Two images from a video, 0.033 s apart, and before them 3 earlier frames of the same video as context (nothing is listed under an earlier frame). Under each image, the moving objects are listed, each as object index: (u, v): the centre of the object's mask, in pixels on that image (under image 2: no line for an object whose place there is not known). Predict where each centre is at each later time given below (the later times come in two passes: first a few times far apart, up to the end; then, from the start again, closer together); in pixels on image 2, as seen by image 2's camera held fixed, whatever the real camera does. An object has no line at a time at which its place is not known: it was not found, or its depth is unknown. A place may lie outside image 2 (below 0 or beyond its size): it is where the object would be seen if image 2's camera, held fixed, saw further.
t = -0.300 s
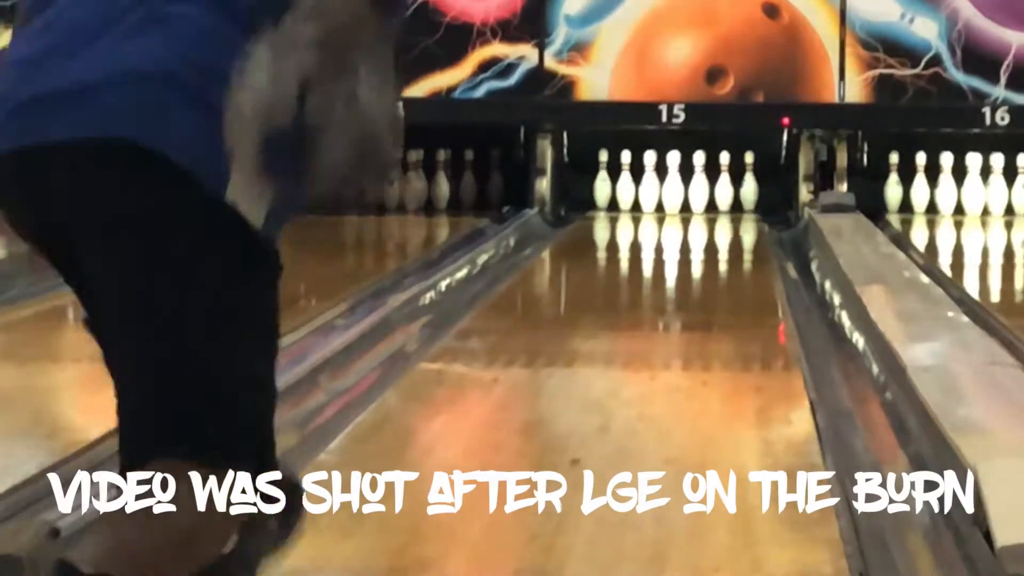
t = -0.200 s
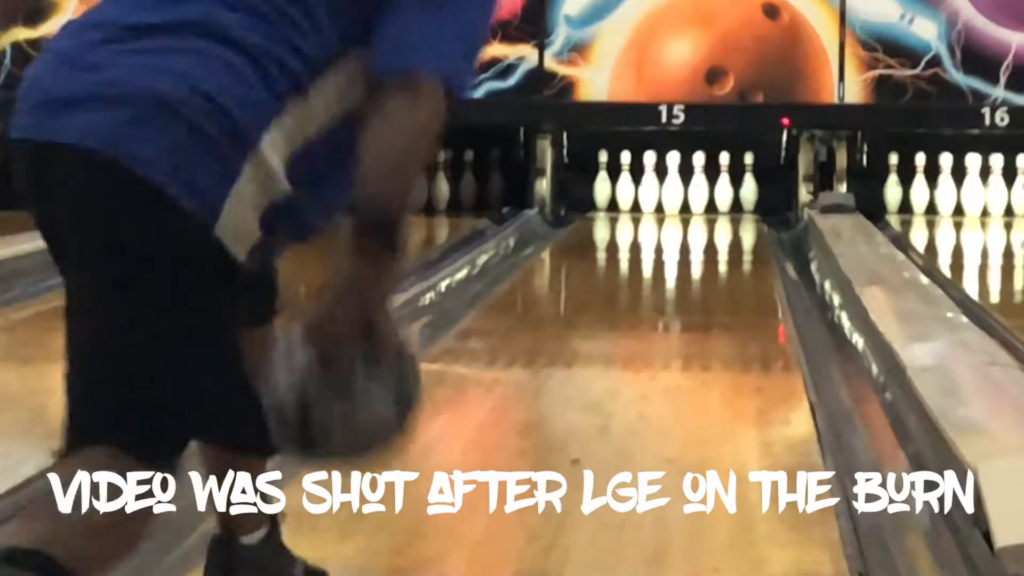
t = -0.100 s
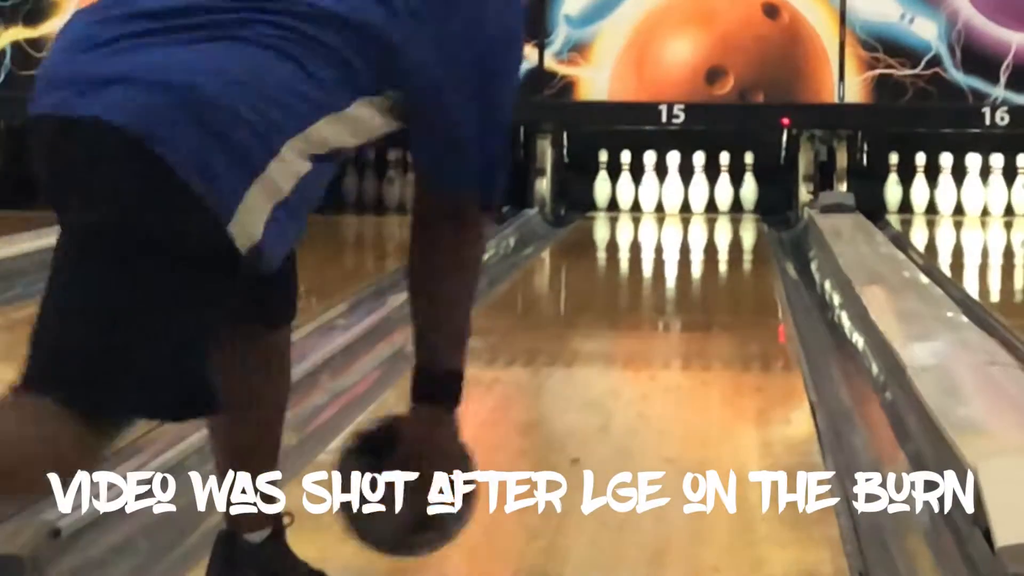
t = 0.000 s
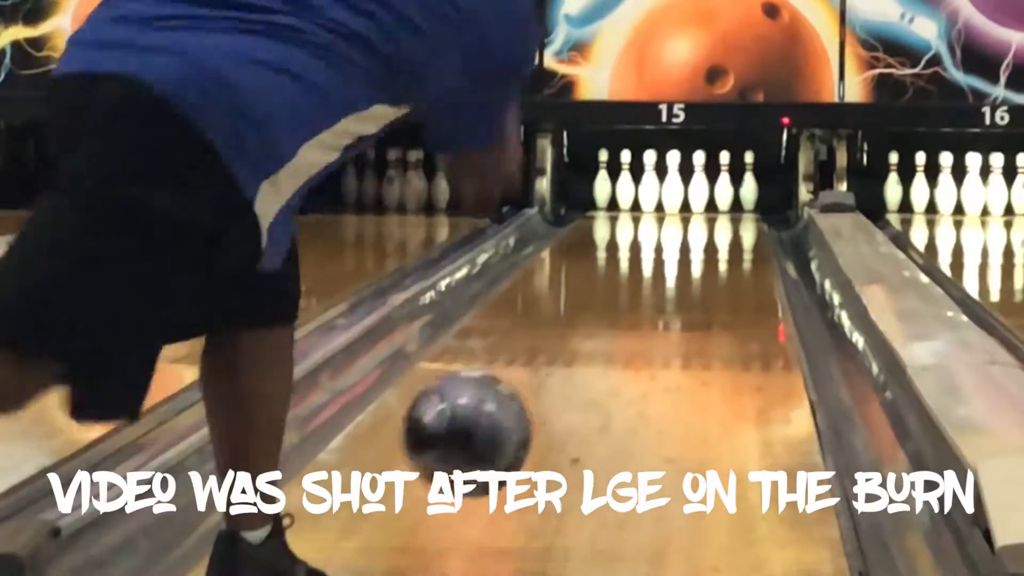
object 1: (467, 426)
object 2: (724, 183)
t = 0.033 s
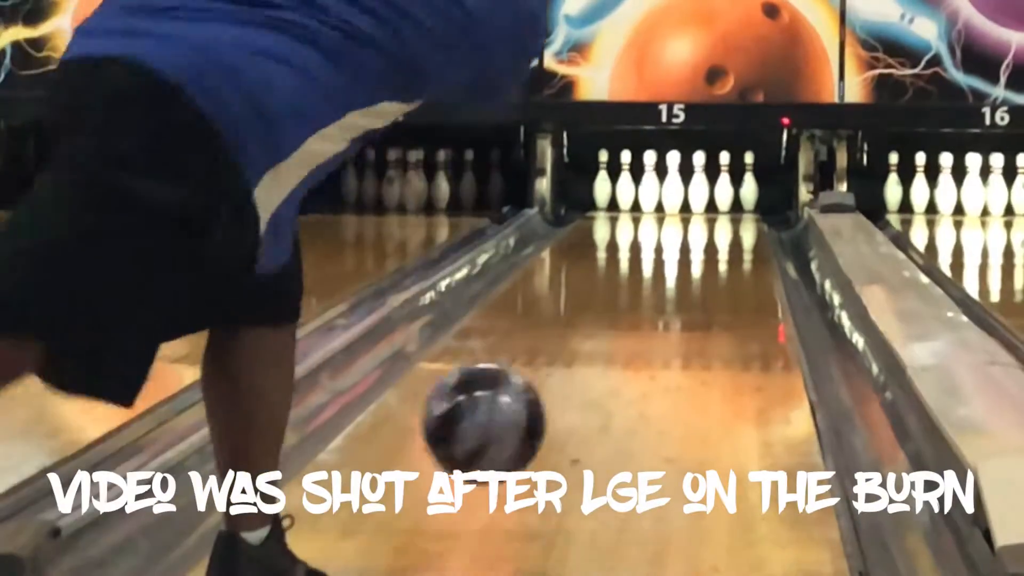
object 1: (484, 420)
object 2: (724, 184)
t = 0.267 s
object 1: (572, 394)
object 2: (724, 180)
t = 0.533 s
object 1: (634, 337)
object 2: (724, 184)
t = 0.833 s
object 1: (676, 296)
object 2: (724, 184)
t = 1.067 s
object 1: (698, 272)
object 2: (724, 184)
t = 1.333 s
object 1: (713, 252)
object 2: (724, 183)
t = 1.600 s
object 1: (721, 235)
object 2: (724, 183)
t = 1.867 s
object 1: (721, 219)
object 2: (724, 178)
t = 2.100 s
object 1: (710, 210)
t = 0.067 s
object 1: (499, 418)
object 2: (724, 184)
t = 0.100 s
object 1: (514, 420)
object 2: (724, 184)
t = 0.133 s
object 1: (527, 425)
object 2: (724, 184)
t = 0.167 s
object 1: (540, 425)
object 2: (724, 184)
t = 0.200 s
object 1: (550, 417)
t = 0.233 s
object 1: (561, 393)
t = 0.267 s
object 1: (572, 394)
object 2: (724, 180)
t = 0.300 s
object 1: (582, 387)
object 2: (724, 183)
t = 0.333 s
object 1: (590, 382)
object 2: (724, 183)
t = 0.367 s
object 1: (599, 370)
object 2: (724, 183)
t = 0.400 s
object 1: (607, 363)
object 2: (724, 184)
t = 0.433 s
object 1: (614, 355)
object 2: (724, 184)
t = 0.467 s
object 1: (622, 348)
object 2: (724, 184)
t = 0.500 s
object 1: (628, 342)
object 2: (724, 184)
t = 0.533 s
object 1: (634, 337)
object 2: (724, 184)
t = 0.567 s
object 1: (640, 330)
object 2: (724, 183)
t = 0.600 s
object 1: (645, 325)
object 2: (724, 183)
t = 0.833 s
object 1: (676, 296)
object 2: (724, 184)
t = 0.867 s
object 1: (680, 292)
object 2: (724, 184)
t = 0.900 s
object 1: (685, 287)
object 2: (724, 184)
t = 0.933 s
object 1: (685, 285)
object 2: (724, 184)
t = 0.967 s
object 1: (691, 282)
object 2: (724, 184)
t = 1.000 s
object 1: (692, 279)
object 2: (724, 184)
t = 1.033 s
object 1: (695, 275)
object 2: (724, 184)
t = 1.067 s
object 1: (698, 272)
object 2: (724, 184)
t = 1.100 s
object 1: (700, 269)
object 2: (724, 184)
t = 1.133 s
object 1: (703, 266)
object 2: (724, 184)
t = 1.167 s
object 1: (705, 263)
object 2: (724, 184)
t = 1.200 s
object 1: (706, 260)
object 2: (724, 184)
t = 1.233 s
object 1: (708, 257)
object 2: (724, 184)
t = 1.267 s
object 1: (709, 256)
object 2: (724, 184)
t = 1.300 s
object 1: (712, 253)
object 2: (724, 183)
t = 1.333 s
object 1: (713, 252)
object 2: (724, 183)
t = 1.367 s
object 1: (715, 248)
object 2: (724, 183)
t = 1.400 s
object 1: (714, 245)
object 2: (724, 184)
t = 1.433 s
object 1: (717, 244)
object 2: (724, 183)
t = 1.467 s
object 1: (718, 242)
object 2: (724, 184)
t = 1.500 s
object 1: (719, 239)
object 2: (724, 184)
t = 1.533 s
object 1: (719, 237)
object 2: (724, 184)
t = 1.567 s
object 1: (719, 235)
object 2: (724, 183)
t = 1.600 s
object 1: (721, 235)
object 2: (724, 183)
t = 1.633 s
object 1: (722, 232)
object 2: (724, 183)
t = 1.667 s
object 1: (722, 229)
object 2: (724, 182)
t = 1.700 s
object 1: (722, 228)
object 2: (724, 181)
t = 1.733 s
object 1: (722, 226)
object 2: (724, 181)
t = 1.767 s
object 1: (723, 224)
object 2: (724, 180)
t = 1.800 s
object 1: (723, 223)
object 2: (724, 179)
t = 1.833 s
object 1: (722, 221)
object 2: (724, 179)
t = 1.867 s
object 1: (721, 219)
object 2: (724, 178)
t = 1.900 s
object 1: (721, 218)
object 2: (724, 177)
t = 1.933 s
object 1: (720, 217)
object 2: (724, 177)
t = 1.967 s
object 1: (718, 215)
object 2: (724, 176)
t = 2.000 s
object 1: (716, 214)
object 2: (725, 176)
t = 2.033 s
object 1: (714, 213)
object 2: (725, 176)
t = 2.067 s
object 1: (713, 211)
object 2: (725, 176)
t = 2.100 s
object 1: (710, 210)
